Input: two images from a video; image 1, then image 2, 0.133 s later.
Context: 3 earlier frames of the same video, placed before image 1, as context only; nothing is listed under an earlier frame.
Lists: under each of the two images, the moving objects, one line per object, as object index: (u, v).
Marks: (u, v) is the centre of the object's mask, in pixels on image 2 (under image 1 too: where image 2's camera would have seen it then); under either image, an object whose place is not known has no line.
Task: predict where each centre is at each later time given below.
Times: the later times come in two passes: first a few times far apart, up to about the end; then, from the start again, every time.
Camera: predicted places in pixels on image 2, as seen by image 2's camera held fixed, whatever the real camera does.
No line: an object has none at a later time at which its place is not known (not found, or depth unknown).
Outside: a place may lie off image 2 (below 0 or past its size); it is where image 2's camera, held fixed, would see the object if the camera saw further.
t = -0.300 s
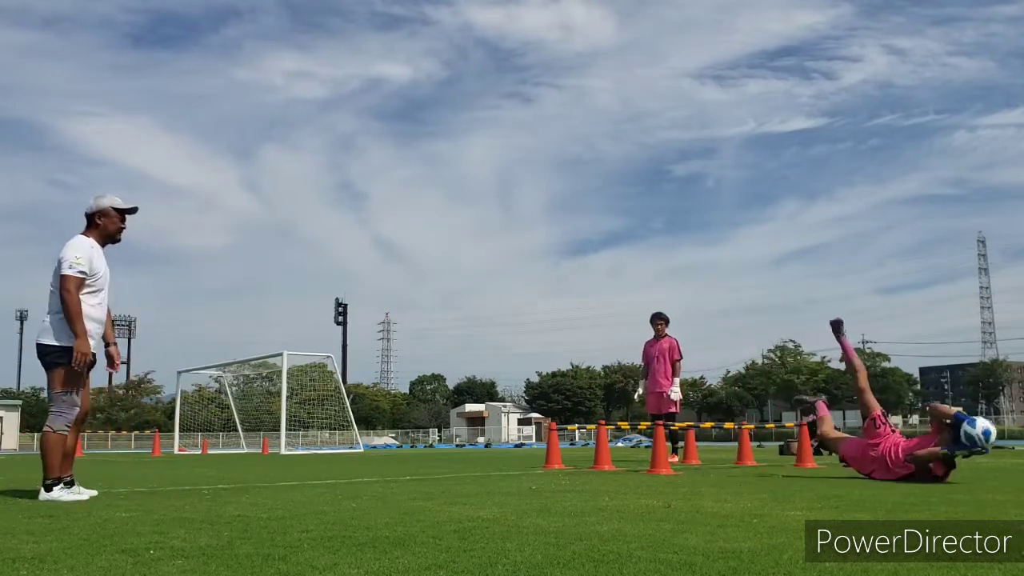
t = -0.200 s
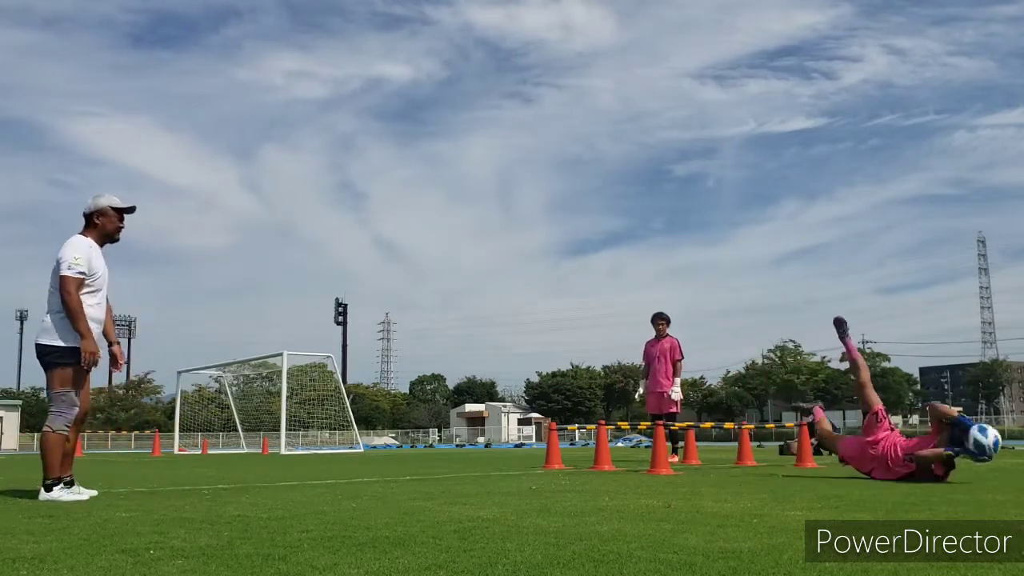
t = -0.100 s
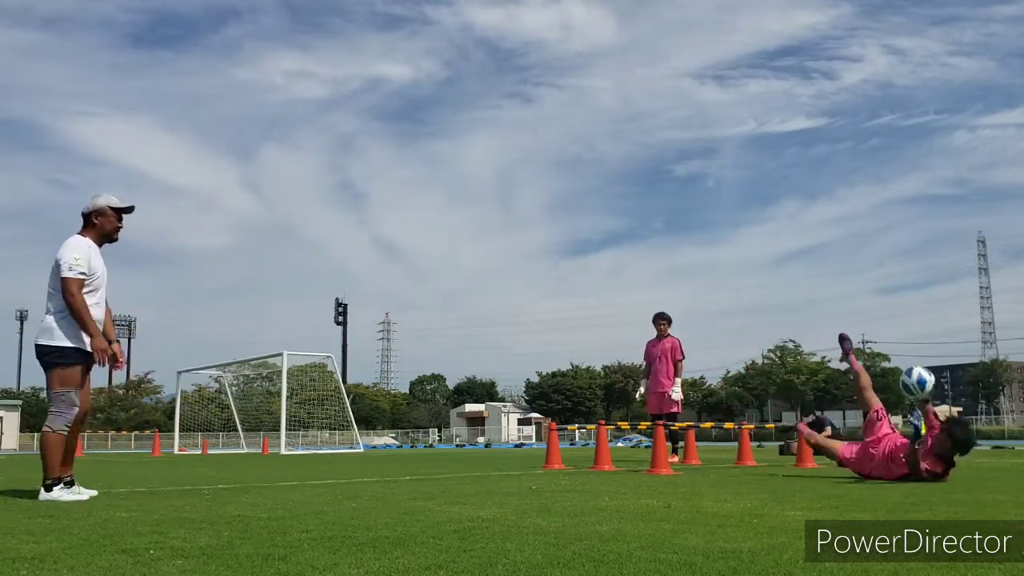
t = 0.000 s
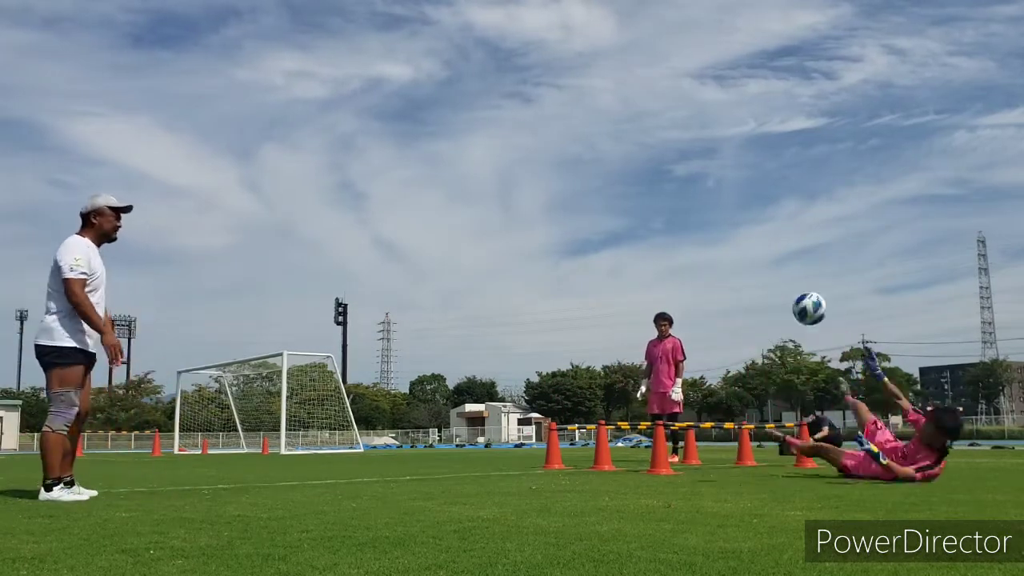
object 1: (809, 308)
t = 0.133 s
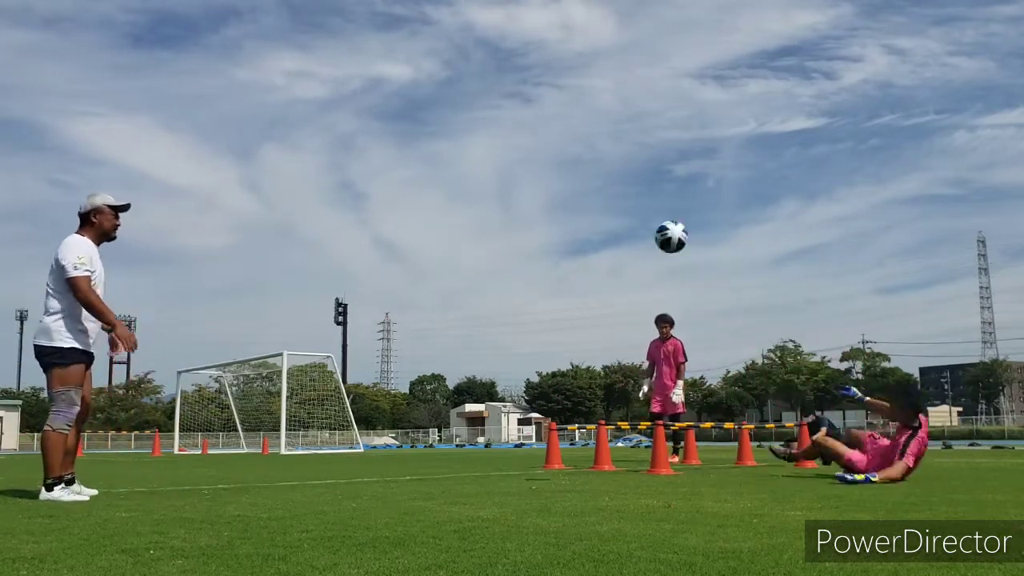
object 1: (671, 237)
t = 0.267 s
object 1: (543, 193)
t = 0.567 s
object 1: (268, 189)
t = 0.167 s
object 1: (638, 223)
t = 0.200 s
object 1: (606, 211)
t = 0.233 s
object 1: (574, 202)
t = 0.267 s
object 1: (543, 193)
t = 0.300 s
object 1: (512, 186)
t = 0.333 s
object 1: (481, 181)
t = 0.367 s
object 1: (450, 178)
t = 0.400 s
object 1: (419, 176)
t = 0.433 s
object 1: (389, 175)
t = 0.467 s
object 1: (359, 176)
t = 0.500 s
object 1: (328, 179)
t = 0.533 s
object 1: (298, 183)
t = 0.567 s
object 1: (268, 189)
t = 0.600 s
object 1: (238, 197)
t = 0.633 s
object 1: (208, 207)
